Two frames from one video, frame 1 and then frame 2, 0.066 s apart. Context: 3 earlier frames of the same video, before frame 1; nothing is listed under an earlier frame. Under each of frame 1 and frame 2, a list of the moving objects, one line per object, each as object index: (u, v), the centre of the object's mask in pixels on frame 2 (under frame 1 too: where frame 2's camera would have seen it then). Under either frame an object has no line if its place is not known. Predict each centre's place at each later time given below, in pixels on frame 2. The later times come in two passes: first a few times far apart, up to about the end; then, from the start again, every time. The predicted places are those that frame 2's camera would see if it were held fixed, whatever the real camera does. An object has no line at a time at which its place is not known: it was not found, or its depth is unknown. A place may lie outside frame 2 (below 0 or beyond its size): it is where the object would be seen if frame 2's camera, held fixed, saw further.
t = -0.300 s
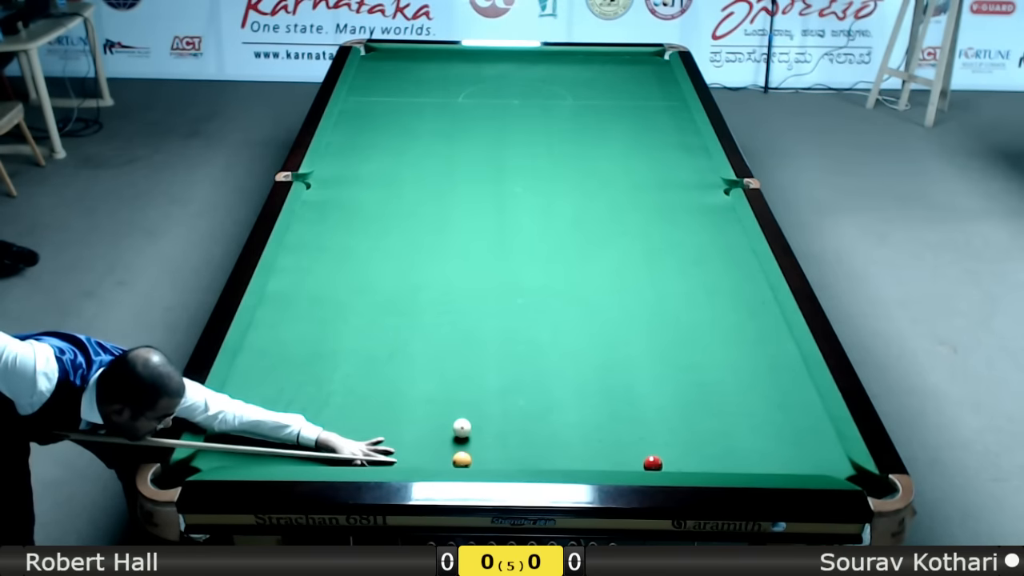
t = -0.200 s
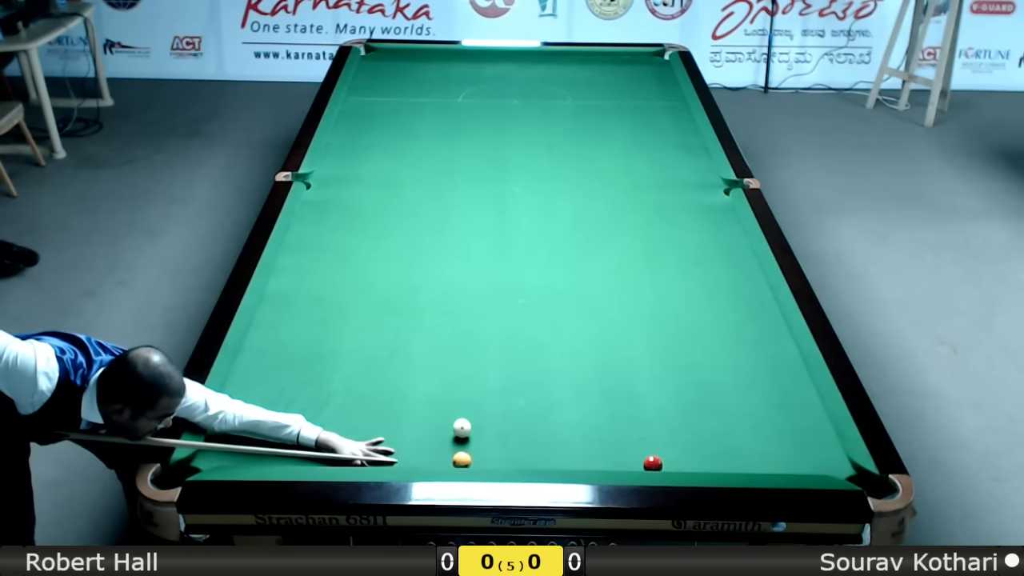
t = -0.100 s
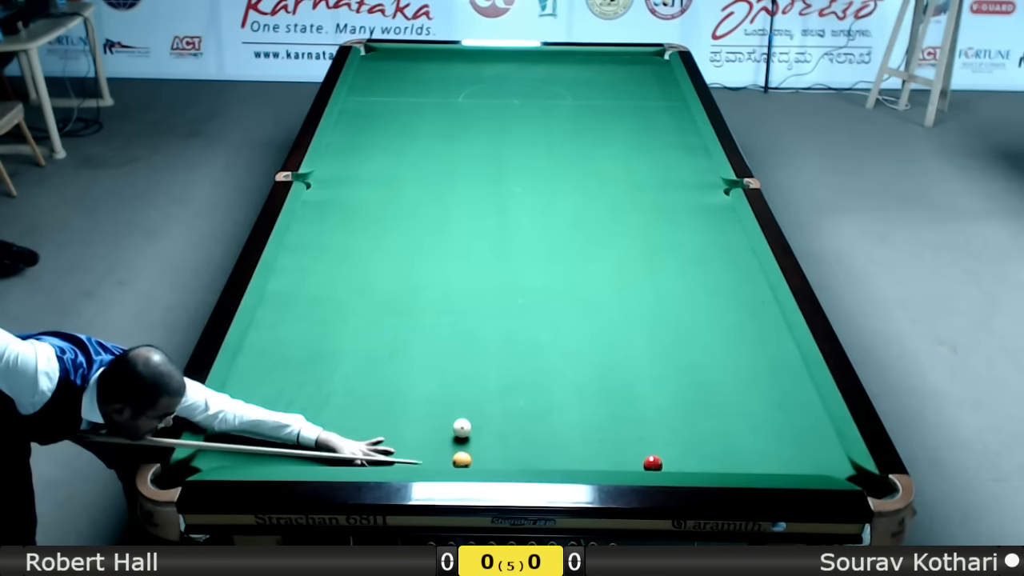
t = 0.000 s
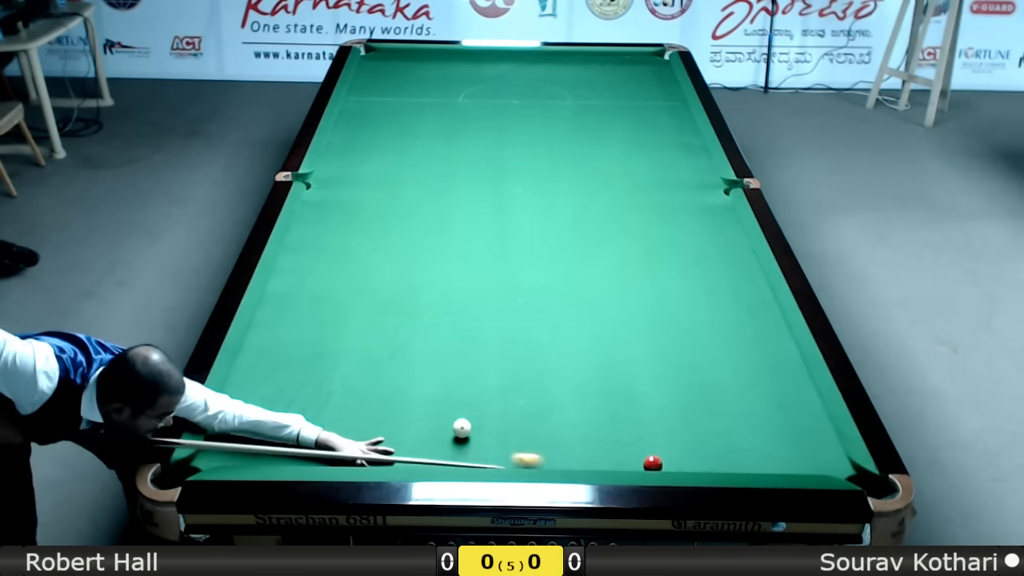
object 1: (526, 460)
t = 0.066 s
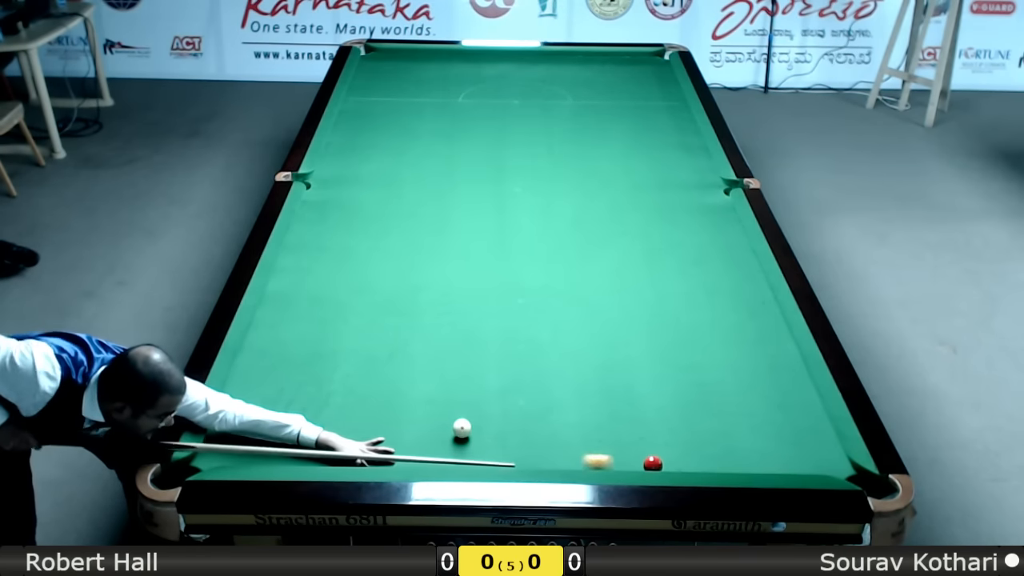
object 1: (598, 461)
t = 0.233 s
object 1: (631, 462)
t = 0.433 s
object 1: (608, 460)
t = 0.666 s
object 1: (579, 459)
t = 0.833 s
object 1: (560, 457)
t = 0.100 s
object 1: (630, 462)
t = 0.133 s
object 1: (634, 462)
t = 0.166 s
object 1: (634, 462)
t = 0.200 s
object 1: (633, 462)
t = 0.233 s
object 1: (631, 462)
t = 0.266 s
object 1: (628, 461)
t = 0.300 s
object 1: (625, 461)
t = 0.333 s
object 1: (621, 461)
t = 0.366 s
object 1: (617, 461)
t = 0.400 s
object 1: (612, 460)
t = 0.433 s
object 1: (608, 460)
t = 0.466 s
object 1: (604, 460)
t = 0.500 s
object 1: (600, 459)
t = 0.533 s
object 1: (595, 459)
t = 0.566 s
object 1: (591, 459)
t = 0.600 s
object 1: (587, 459)
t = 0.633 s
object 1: (583, 459)
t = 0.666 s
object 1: (579, 459)
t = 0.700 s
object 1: (575, 458)
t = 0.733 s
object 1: (571, 458)
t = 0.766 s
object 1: (567, 458)
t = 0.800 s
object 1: (564, 458)
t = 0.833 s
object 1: (560, 457)
